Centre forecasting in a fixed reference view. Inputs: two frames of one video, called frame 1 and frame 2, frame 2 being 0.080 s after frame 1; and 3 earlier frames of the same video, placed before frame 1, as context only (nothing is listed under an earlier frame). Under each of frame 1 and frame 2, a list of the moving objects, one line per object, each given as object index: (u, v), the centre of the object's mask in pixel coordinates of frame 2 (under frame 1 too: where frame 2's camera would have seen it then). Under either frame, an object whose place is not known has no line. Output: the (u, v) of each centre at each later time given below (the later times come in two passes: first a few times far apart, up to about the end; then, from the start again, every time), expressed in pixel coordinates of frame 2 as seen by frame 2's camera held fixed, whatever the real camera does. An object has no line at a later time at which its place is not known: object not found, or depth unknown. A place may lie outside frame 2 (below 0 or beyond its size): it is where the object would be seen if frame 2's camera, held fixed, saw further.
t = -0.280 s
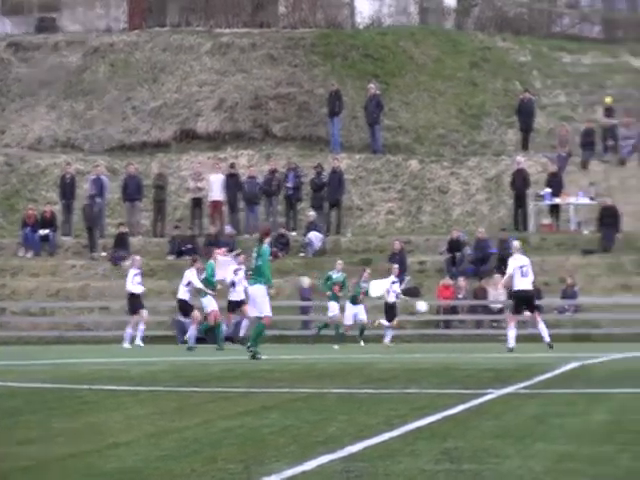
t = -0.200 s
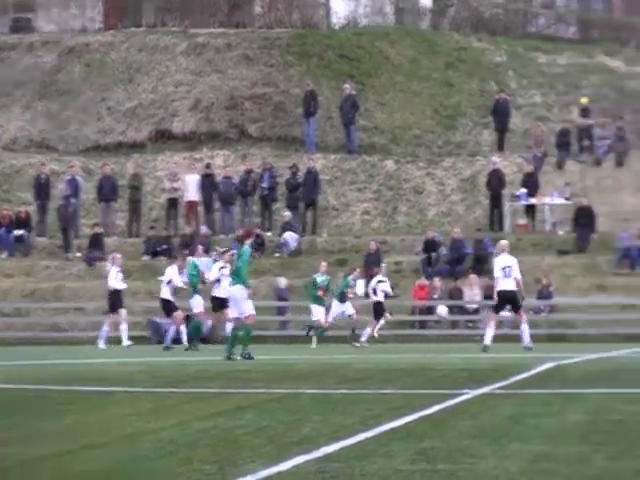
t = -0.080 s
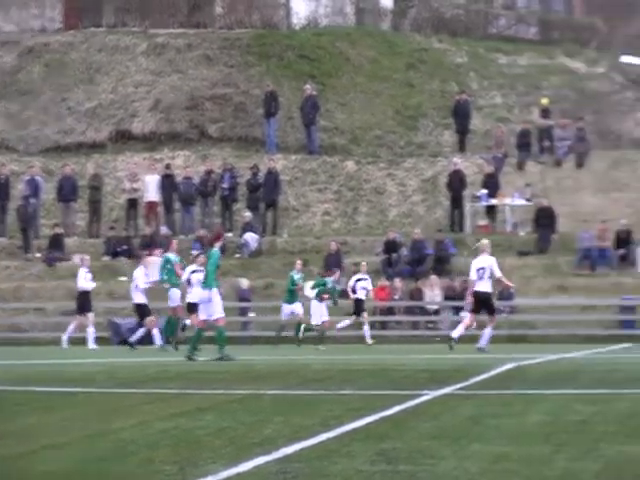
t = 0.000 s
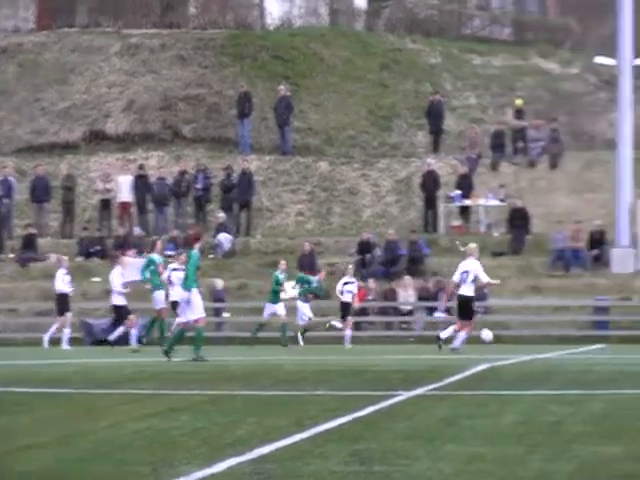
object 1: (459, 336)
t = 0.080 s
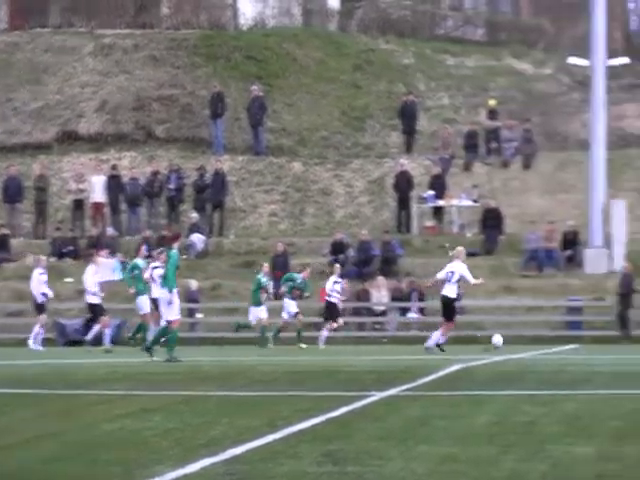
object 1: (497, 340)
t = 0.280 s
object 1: (565, 324)
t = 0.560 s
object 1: (659, 343)
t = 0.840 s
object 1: (715, 334)
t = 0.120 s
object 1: (511, 335)
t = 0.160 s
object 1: (524, 330)
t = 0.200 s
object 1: (538, 327)
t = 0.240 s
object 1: (551, 325)
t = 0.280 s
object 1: (565, 324)
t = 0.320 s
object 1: (578, 324)
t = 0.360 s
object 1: (592, 325)
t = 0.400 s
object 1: (605, 326)
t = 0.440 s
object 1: (618, 329)
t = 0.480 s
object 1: (632, 332)
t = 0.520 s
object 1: (645, 338)
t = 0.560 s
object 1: (659, 343)
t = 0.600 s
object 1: (667, 341)
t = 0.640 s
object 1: (675, 338)
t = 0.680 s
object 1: (684, 335)
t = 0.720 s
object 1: (691, 333)
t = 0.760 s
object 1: (699, 332)
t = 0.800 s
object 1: (707, 332)
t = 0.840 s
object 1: (715, 334)
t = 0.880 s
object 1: (723, 337)
